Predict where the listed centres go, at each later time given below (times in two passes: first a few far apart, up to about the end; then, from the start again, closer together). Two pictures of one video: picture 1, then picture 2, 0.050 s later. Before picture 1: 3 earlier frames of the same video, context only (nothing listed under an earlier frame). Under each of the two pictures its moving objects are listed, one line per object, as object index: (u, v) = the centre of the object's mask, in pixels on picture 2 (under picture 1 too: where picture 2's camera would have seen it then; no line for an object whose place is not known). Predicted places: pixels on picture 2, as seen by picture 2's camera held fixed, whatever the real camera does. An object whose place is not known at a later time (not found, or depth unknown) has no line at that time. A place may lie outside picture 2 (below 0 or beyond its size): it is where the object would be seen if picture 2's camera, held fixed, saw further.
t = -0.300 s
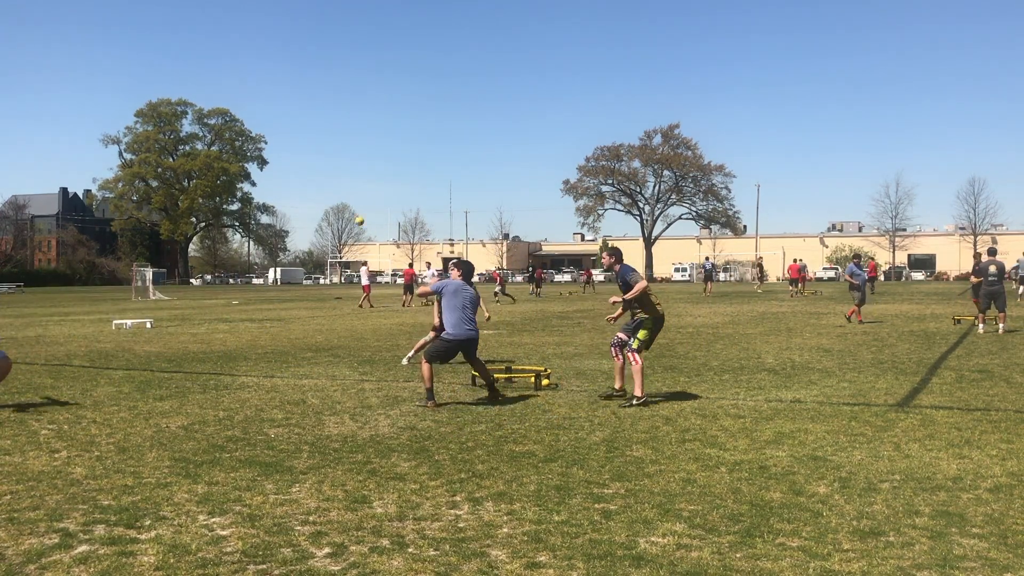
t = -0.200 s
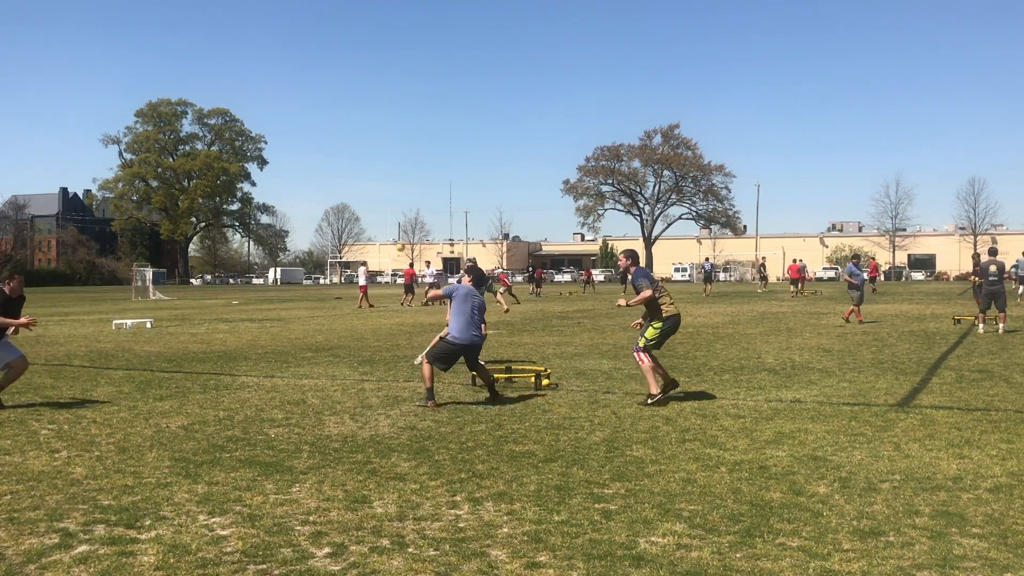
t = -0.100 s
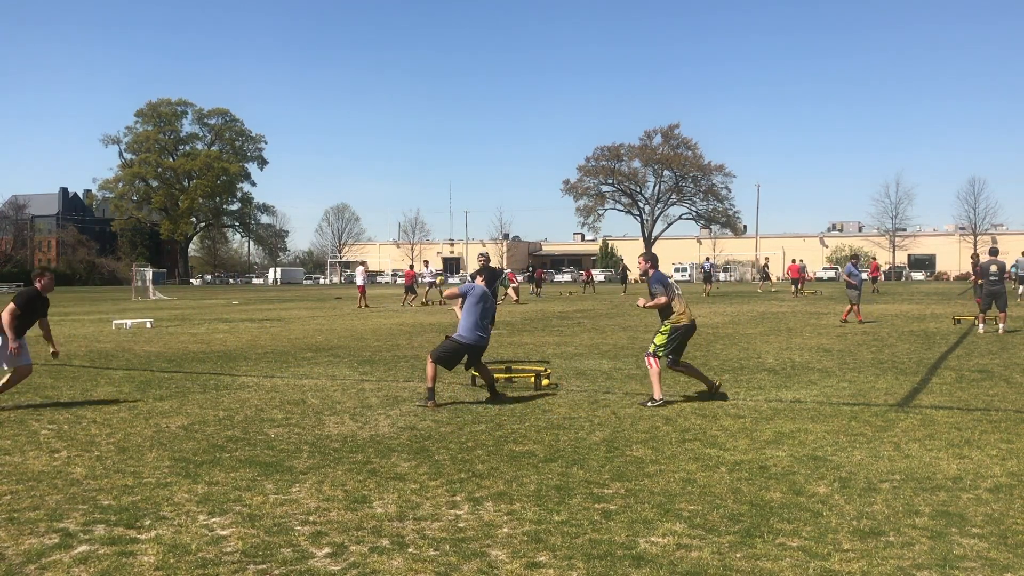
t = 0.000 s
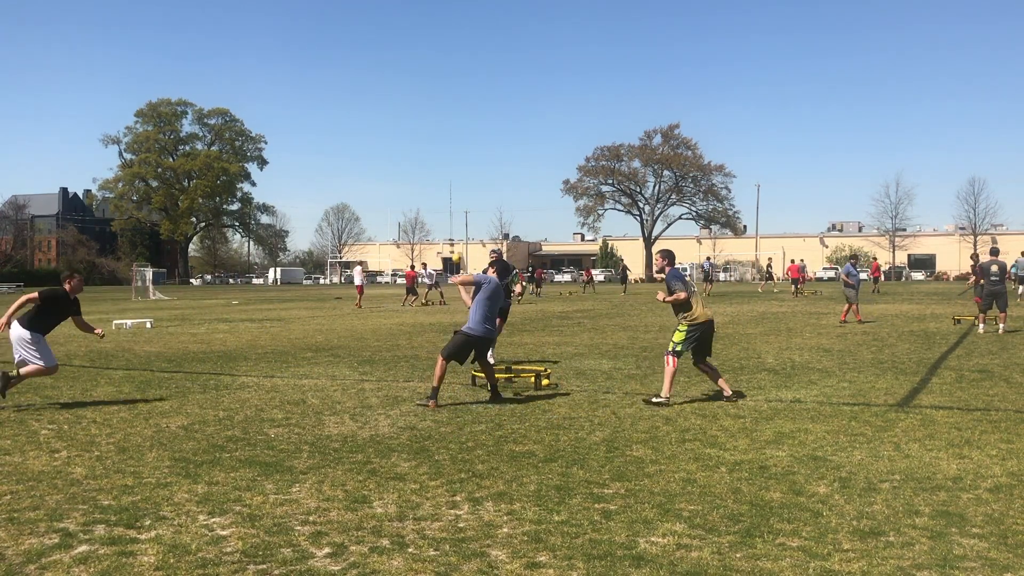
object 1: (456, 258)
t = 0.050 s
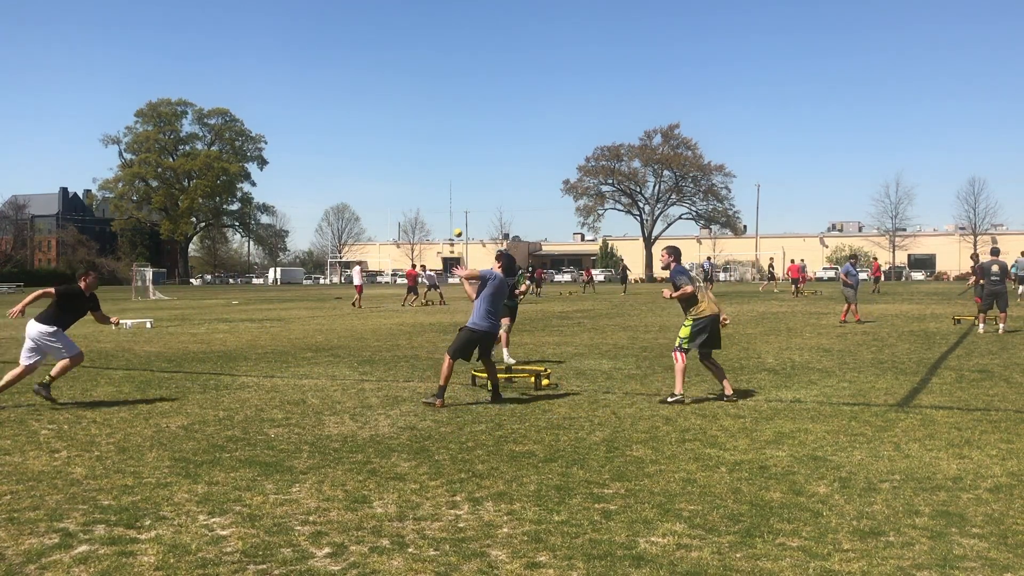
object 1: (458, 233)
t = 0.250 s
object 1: (463, 154)
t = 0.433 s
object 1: (469, 115)
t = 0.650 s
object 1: (476, 108)
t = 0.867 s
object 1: (483, 144)
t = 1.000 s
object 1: (486, 187)
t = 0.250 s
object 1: (463, 154)
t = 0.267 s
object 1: (464, 150)
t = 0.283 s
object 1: (464, 145)
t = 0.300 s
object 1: (465, 141)
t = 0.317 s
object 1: (466, 136)
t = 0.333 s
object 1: (466, 133)
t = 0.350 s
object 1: (466, 129)
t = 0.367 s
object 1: (467, 126)
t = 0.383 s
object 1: (467, 123)
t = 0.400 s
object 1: (468, 120)
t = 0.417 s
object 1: (468, 117)
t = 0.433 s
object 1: (469, 115)
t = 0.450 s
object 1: (470, 113)
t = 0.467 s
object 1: (470, 111)
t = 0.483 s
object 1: (471, 109)
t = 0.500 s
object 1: (471, 108)
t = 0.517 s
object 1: (472, 107)
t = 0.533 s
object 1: (472, 106)
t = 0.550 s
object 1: (473, 106)
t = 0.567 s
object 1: (473, 105)
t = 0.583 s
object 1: (474, 105)
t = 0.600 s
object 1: (475, 105)
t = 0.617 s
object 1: (475, 106)
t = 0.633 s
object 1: (476, 107)
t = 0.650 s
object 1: (476, 108)
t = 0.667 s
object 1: (476, 109)
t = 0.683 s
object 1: (477, 111)
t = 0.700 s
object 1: (477, 113)
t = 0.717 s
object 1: (478, 114)
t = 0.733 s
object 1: (478, 117)
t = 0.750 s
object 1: (479, 119)
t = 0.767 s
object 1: (480, 122)
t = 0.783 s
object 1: (480, 125)
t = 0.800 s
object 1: (481, 129)
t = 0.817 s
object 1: (481, 132)
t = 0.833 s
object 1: (481, 136)
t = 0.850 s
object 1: (482, 139)
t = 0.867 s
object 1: (483, 144)
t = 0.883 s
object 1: (483, 149)
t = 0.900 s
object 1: (484, 153)
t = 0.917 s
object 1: (484, 158)
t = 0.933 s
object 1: (485, 164)
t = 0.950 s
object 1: (485, 169)
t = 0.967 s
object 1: (486, 175)
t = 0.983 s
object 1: (486, 181)
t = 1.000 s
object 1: (486, 187)
